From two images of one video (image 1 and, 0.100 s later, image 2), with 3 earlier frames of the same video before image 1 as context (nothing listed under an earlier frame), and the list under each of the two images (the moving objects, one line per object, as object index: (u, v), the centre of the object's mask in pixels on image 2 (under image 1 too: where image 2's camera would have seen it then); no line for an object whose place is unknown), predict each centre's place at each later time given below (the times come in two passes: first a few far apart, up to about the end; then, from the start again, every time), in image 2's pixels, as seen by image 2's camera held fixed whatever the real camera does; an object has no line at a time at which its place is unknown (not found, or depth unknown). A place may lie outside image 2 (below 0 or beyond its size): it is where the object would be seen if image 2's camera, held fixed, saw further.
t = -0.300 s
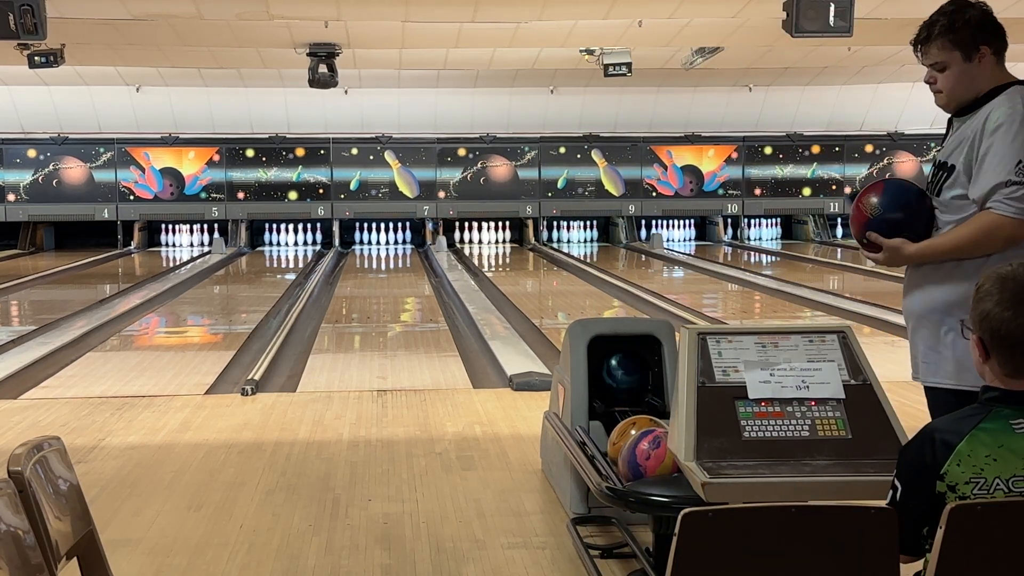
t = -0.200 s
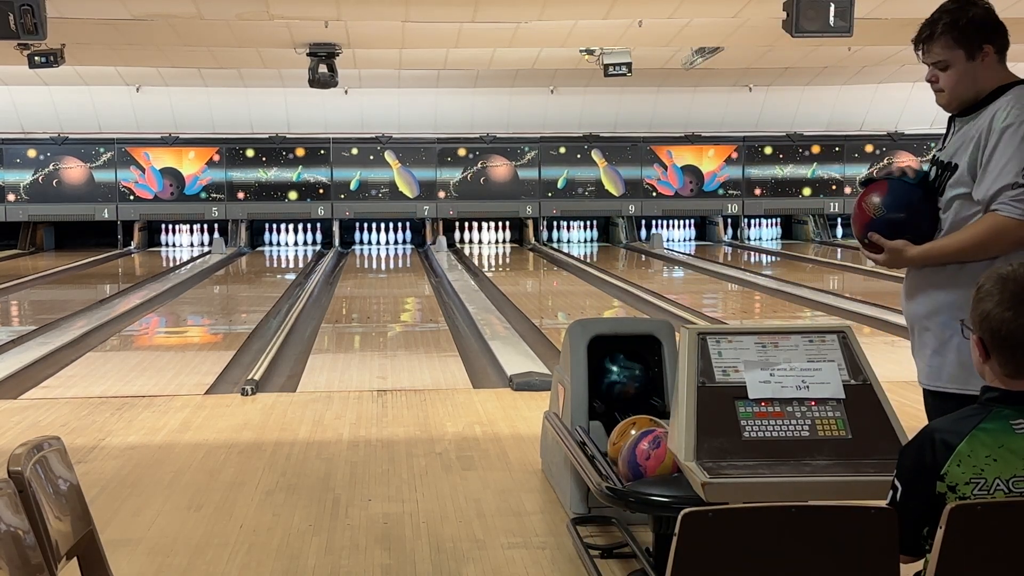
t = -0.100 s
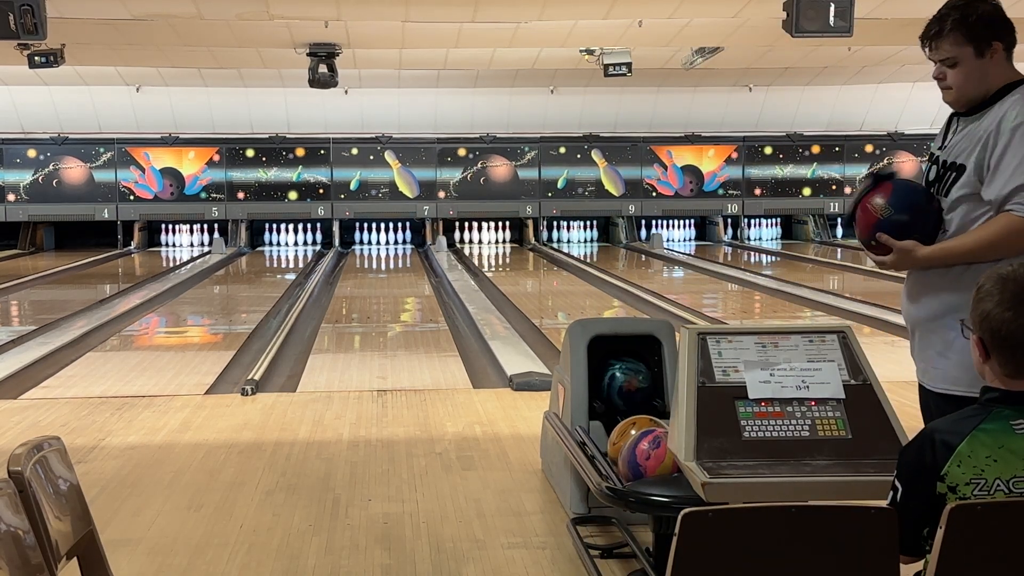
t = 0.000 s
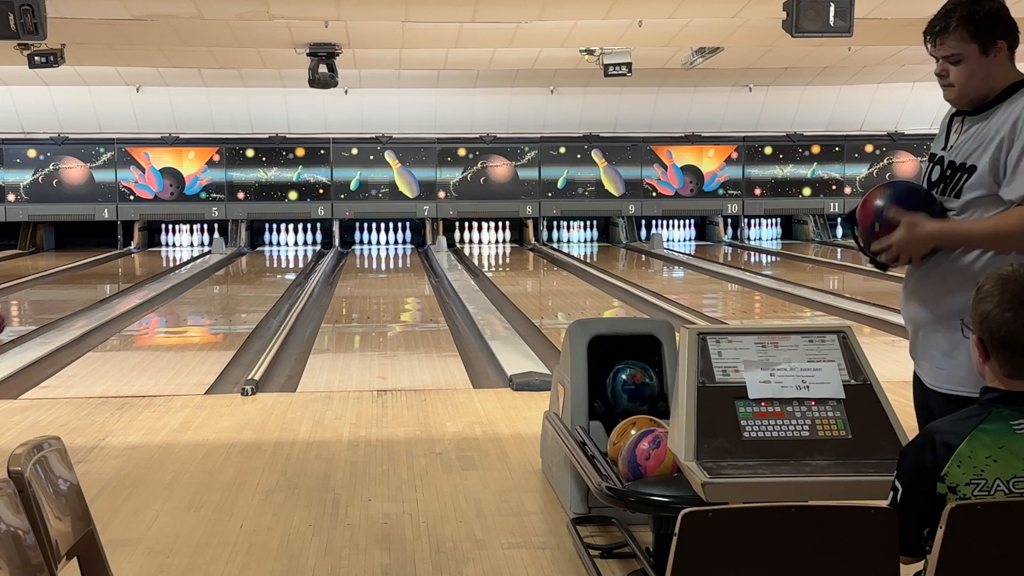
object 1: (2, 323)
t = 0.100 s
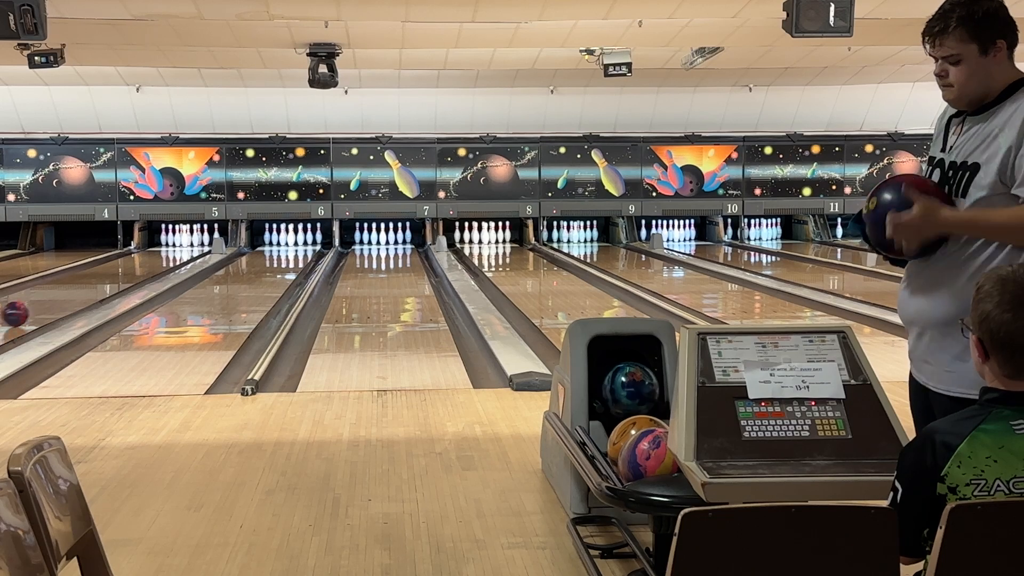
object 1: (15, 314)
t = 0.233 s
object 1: (42, 304)
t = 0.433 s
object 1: (75, 290)
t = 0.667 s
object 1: (106, 278)
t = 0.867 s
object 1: (127, 269)
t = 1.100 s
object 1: (147, 261)
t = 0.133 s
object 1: (22, 311)
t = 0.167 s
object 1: (29, 309)
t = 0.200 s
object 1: (36, 306)
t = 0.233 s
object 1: (42, 304)
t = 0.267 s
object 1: (48, 302)
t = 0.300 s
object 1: (54, 299)
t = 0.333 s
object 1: (60, 297)
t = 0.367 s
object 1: (65, 295)
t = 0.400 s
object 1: (70, 293)
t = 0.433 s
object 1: (75, 290)
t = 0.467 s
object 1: (80, 288)
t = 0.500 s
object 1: (85, 286)
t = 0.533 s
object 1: (89, 285)
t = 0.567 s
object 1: (94, 283)
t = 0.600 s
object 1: (98, 281)
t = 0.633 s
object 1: (102, 279)
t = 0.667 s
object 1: (106, 278)
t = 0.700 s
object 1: (110, 276)
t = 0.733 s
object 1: (113, 274)
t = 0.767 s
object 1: (117, 273)
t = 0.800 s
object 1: (120, 272)
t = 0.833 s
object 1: (123, 270)
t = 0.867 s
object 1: (127, 269)
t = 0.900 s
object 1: (130, 268)
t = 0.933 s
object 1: (133, 266)
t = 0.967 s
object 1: (136, 265)
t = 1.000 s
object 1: (139, 264)
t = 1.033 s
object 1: (142, 263)
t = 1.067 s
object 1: (144, 262)
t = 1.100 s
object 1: (147, 261)
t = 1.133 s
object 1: (150, 260)
